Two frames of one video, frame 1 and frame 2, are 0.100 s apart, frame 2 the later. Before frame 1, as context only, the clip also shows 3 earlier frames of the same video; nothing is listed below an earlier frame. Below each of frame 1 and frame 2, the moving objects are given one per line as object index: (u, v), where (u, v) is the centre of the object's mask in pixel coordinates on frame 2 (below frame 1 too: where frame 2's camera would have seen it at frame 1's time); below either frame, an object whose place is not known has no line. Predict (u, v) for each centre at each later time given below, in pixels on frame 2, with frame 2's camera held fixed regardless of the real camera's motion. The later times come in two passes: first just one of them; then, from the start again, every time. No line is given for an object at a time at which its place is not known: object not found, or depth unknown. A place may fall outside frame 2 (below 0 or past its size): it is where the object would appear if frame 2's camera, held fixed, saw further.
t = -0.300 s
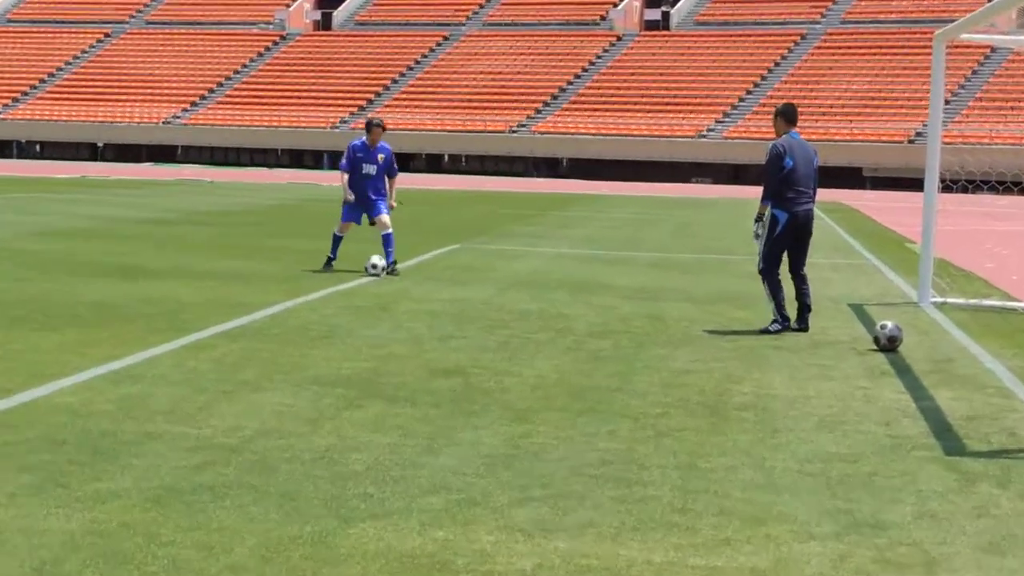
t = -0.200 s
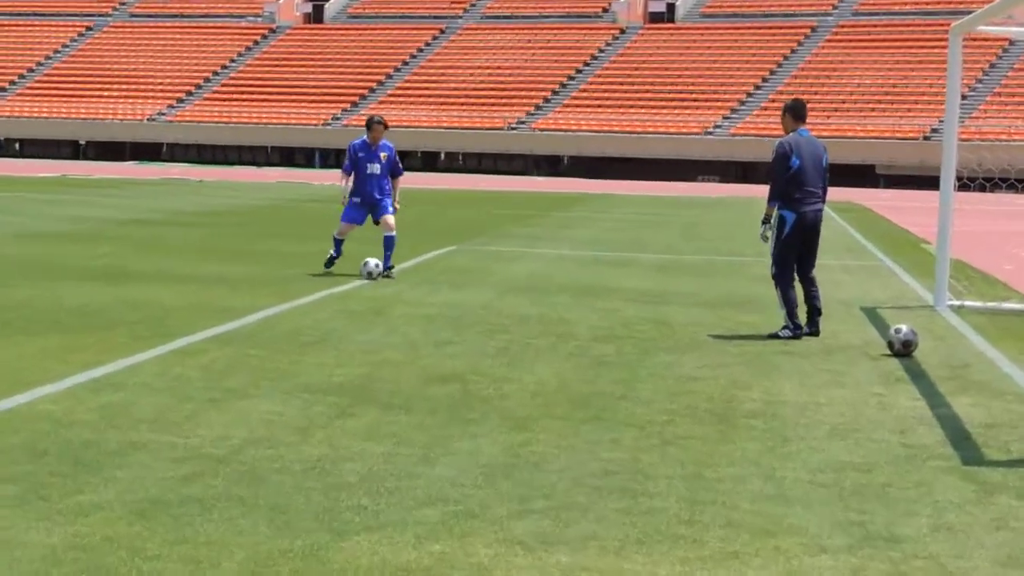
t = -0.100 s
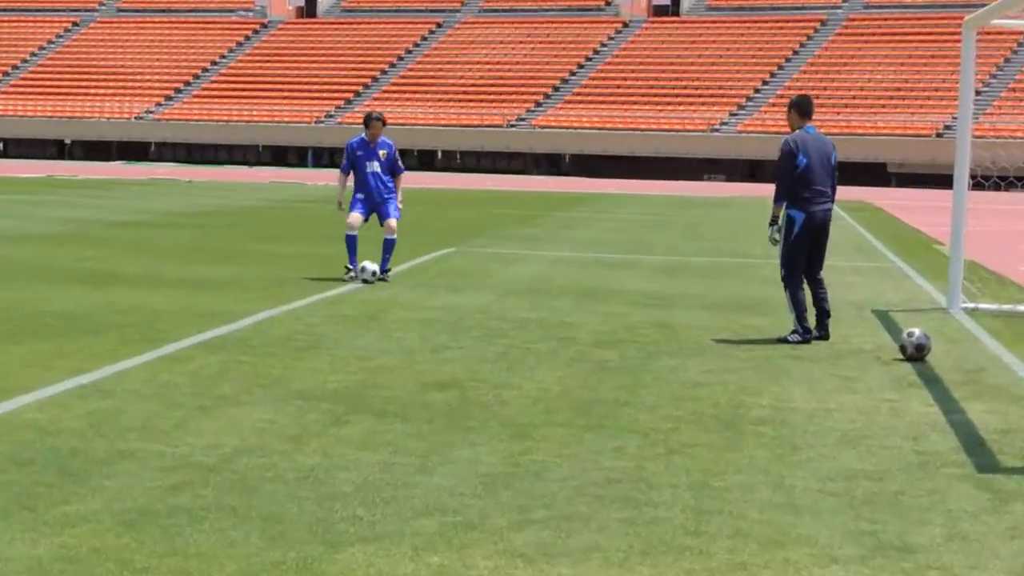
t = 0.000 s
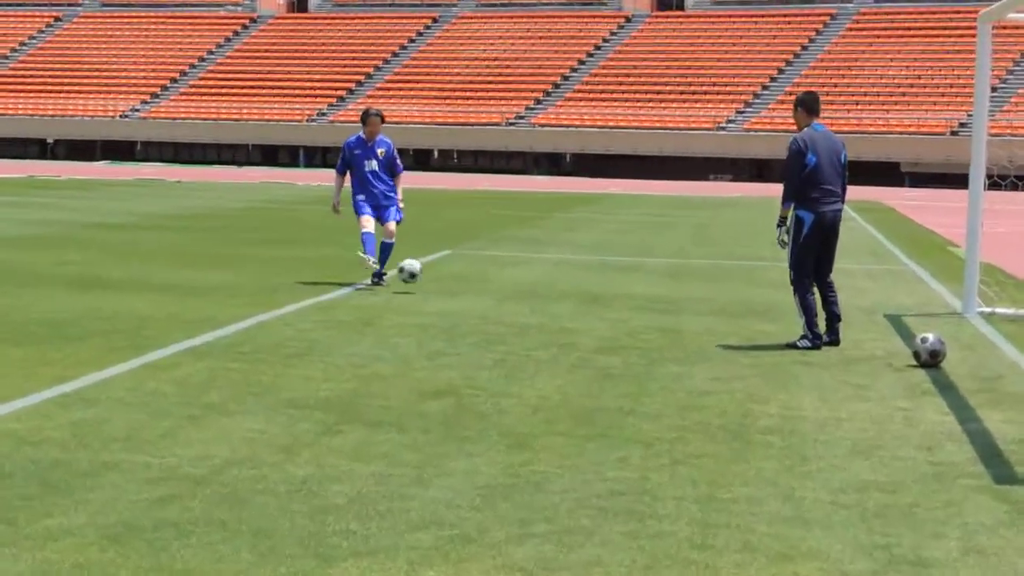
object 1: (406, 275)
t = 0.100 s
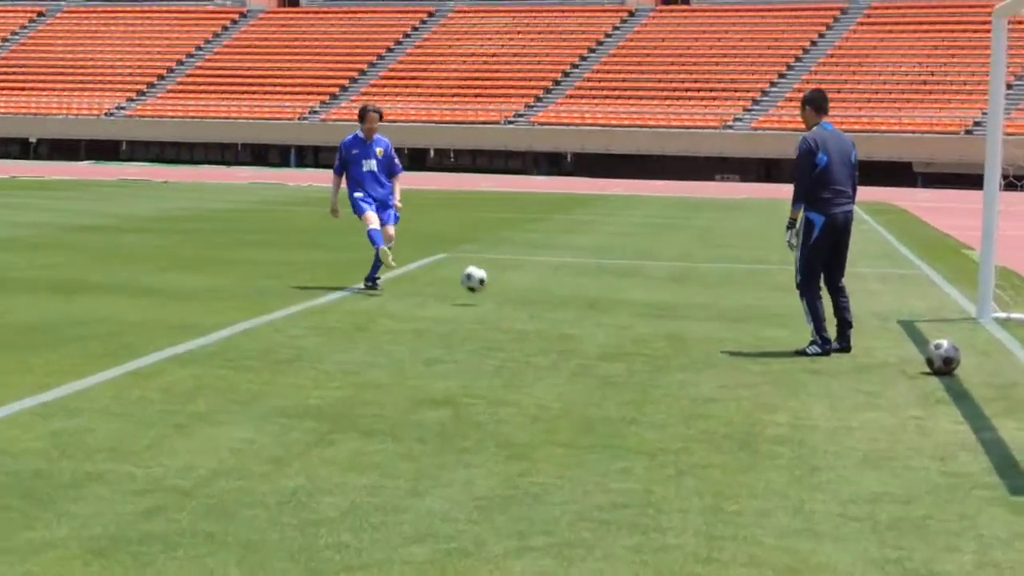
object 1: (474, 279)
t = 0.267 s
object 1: (592, 297)
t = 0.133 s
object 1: (497, 284)
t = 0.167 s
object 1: (522, 288)
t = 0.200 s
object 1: (547, 298)
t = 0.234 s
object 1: (572, 300)
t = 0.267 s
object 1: (592, 297)
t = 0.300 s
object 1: (613, 293)
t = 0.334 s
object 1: (633, 290)
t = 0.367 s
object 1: (655, 291)
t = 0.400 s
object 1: (677, 292)
